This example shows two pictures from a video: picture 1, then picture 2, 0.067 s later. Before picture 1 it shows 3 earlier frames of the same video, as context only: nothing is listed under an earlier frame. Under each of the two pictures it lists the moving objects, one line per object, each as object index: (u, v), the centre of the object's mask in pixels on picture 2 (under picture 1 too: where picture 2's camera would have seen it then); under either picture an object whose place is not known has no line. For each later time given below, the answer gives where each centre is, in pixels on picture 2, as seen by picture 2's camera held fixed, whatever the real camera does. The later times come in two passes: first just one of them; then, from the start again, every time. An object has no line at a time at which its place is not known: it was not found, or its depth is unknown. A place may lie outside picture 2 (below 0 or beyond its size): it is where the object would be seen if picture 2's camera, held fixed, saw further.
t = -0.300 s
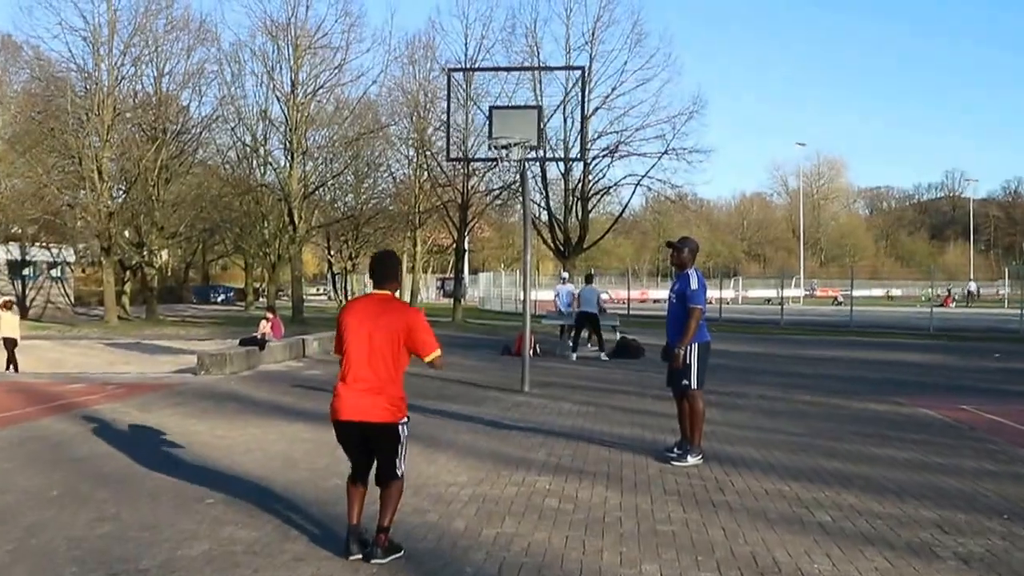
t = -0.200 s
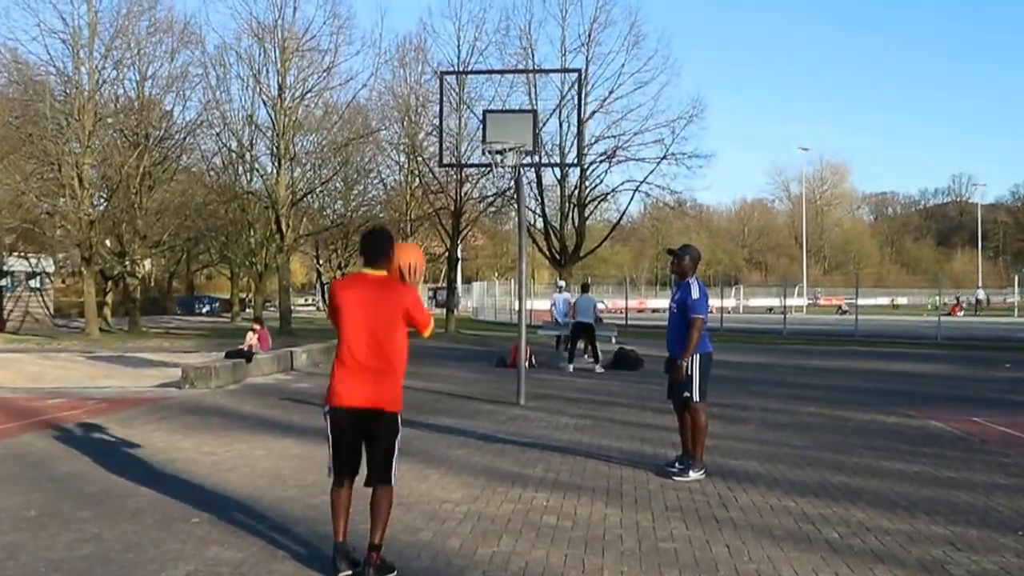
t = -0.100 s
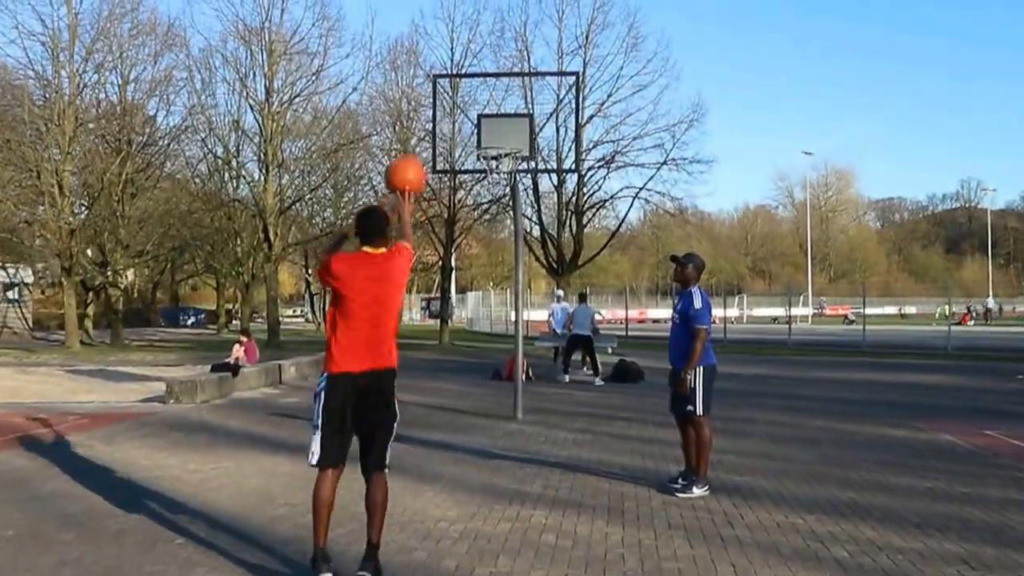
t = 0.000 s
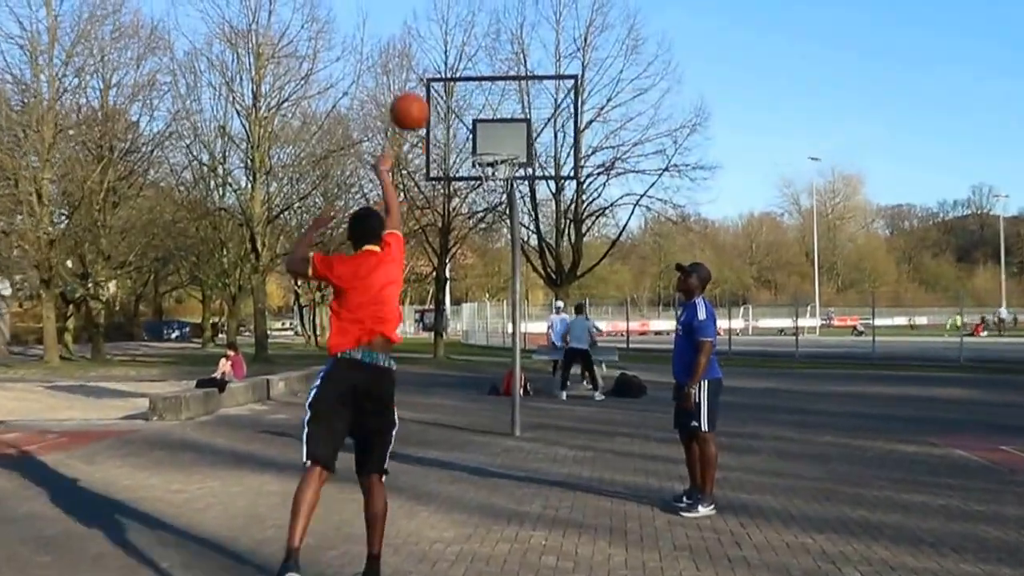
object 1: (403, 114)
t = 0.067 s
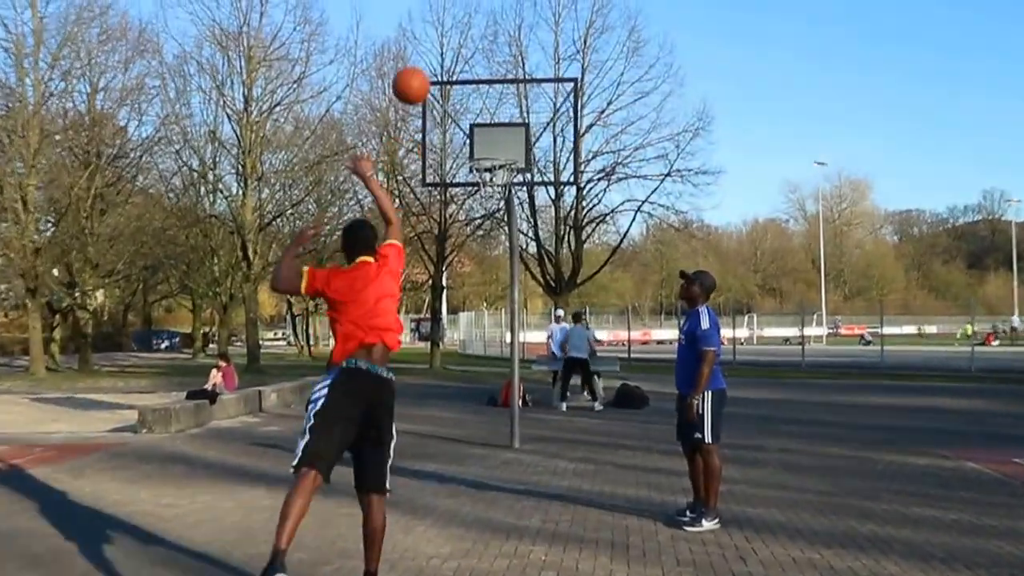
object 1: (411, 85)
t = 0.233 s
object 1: (425, 38)
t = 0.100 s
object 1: (415, 70)
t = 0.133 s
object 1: (418, 58)
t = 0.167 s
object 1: (419, 52)
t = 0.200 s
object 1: (422, 44)
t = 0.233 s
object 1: (425, 38)
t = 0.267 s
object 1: (426, 37)
